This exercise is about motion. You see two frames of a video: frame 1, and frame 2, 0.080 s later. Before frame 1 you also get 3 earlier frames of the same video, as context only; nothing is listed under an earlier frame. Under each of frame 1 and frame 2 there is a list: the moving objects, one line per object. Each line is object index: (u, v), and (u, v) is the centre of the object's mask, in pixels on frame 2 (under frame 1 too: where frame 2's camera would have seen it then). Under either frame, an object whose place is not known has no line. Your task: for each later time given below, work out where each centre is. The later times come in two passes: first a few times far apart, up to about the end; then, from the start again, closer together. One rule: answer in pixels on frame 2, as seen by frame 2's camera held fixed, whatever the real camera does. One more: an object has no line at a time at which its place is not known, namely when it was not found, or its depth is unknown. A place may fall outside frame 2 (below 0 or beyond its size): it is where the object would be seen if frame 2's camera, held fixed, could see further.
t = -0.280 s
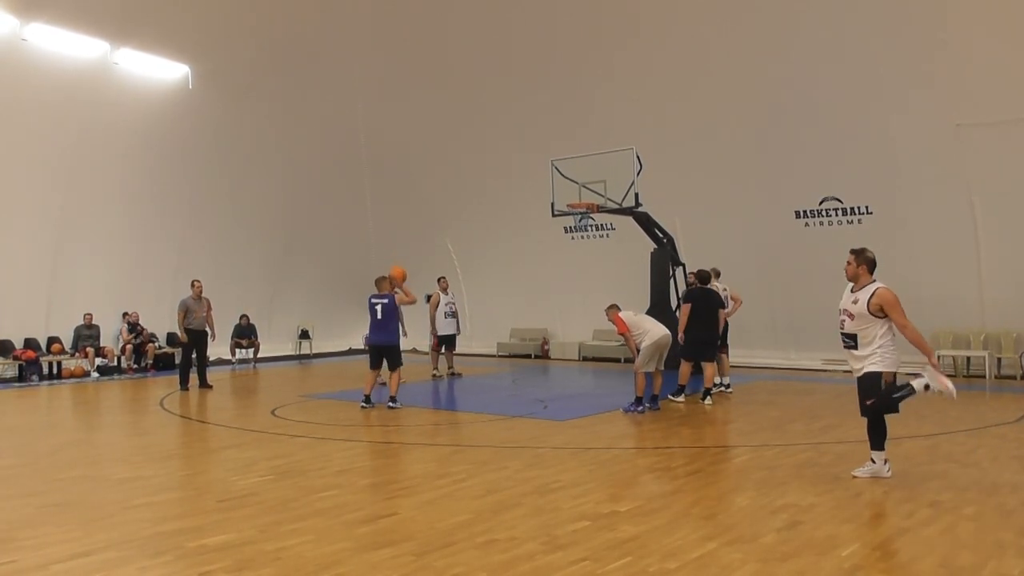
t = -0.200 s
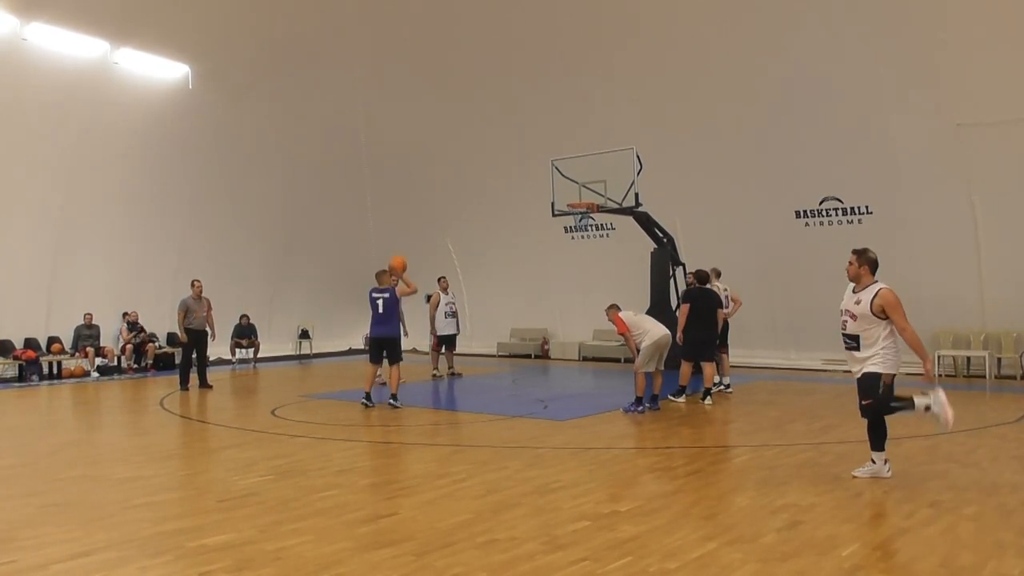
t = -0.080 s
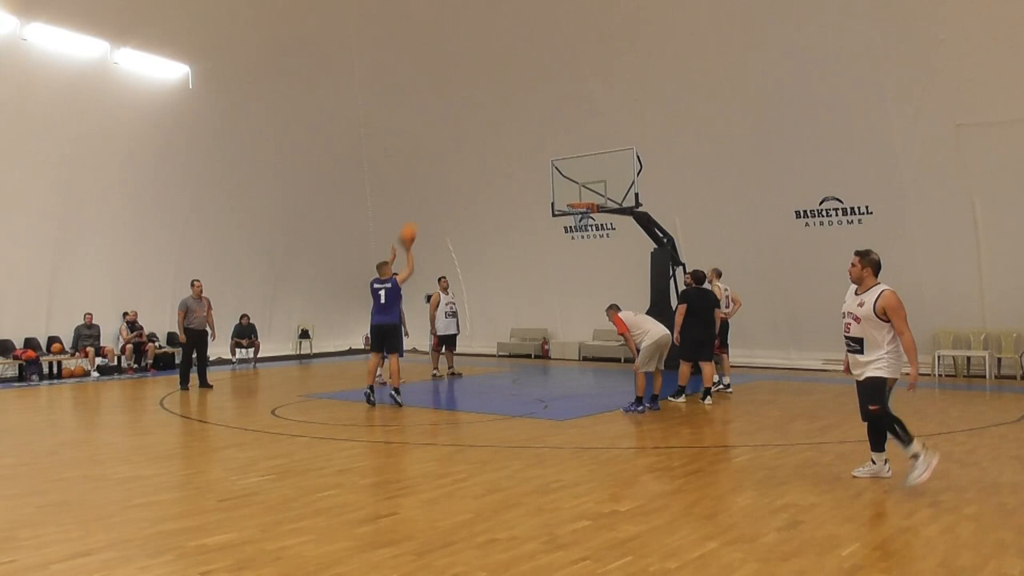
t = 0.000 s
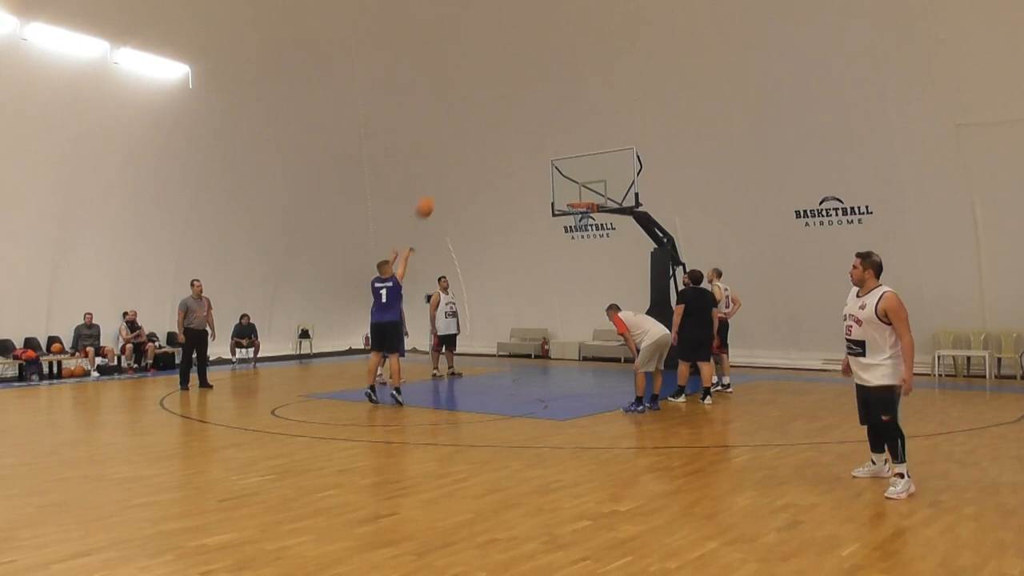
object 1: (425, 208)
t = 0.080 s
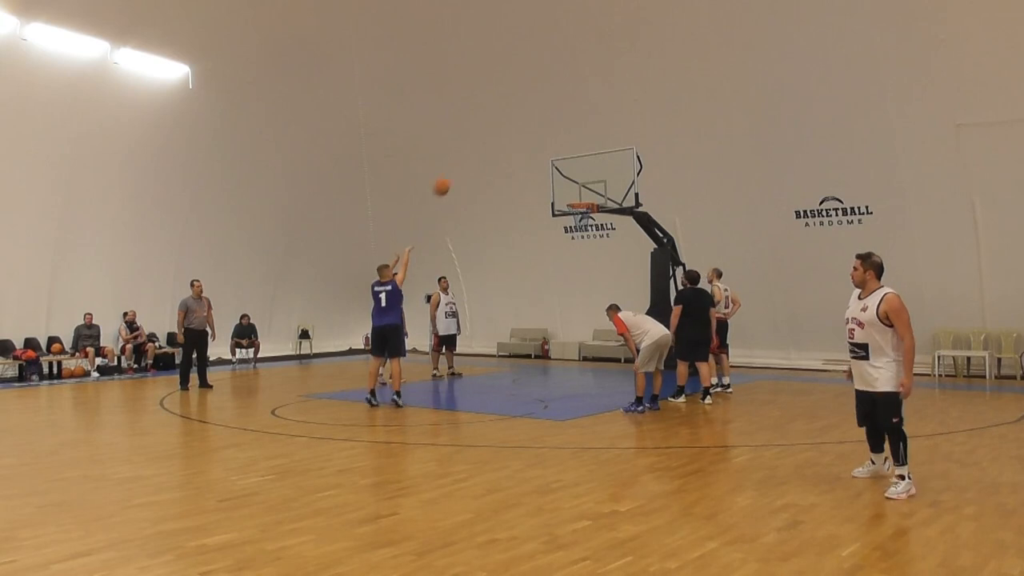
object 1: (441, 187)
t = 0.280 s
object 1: (481, 153)
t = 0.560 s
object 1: (529, 152)
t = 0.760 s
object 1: (560, 179)
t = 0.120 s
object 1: (450, 177)
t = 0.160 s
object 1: (457, 170)
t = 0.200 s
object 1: (466, 163)
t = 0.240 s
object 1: (473, 158)
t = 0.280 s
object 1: (481, 153)
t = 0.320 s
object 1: (488, 151)
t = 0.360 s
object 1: (495, 149)
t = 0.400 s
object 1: (502, 147)
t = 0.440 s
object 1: (509, 148)
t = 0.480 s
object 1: (516, 148)
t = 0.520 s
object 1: (522, 150)
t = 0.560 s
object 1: (529, 152)
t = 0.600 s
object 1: (535, 156)
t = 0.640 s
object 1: (542, 160)
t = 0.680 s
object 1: (548, 165)
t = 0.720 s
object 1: (554, 172)
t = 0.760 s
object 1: (560, 179)
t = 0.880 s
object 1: (577, 202)
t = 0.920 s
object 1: (582, 211)
